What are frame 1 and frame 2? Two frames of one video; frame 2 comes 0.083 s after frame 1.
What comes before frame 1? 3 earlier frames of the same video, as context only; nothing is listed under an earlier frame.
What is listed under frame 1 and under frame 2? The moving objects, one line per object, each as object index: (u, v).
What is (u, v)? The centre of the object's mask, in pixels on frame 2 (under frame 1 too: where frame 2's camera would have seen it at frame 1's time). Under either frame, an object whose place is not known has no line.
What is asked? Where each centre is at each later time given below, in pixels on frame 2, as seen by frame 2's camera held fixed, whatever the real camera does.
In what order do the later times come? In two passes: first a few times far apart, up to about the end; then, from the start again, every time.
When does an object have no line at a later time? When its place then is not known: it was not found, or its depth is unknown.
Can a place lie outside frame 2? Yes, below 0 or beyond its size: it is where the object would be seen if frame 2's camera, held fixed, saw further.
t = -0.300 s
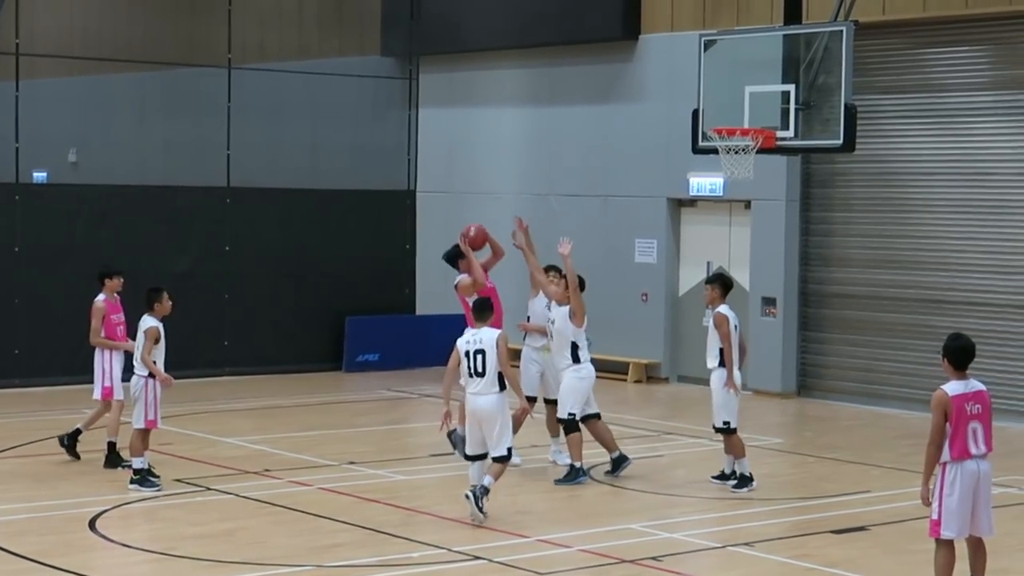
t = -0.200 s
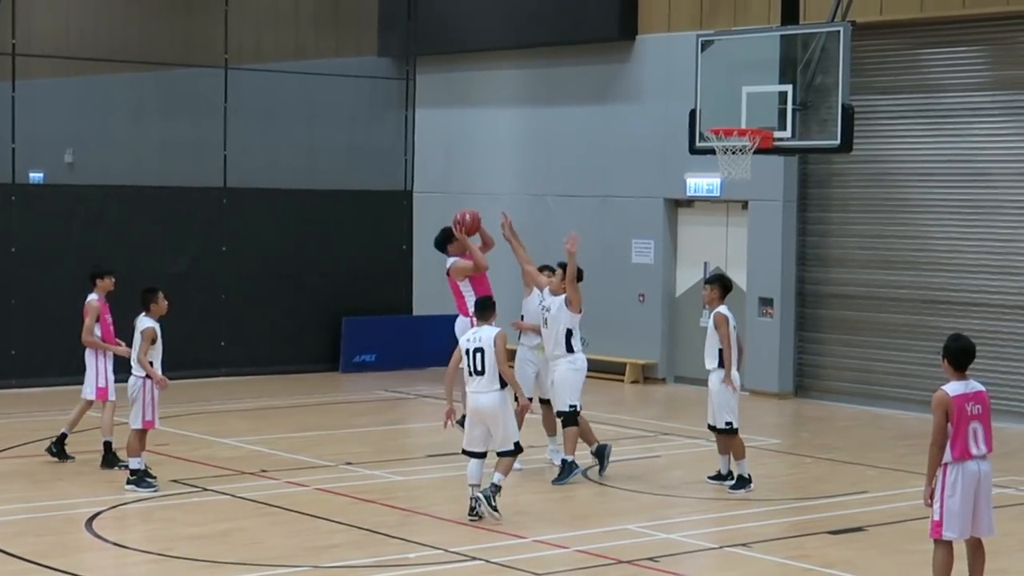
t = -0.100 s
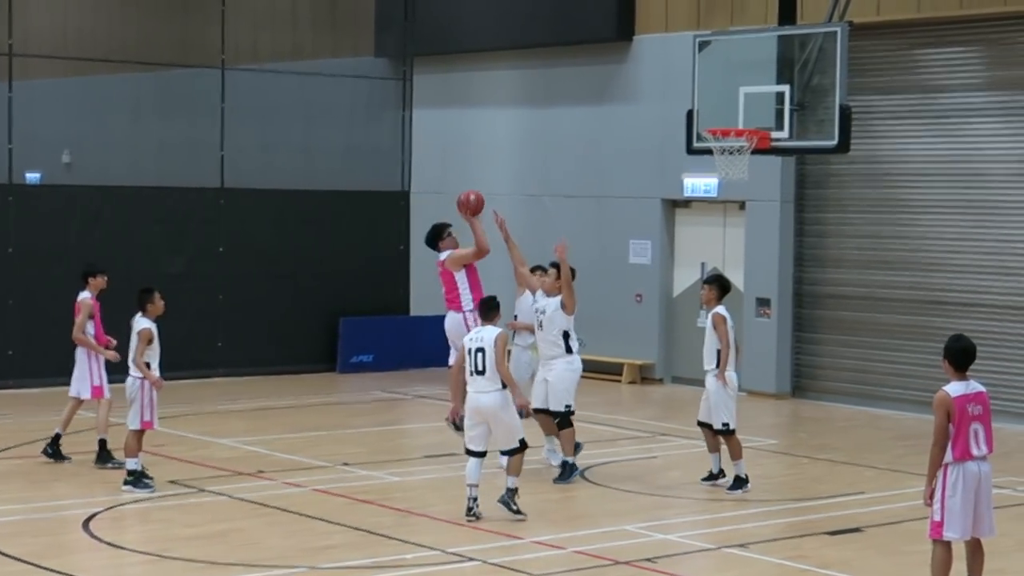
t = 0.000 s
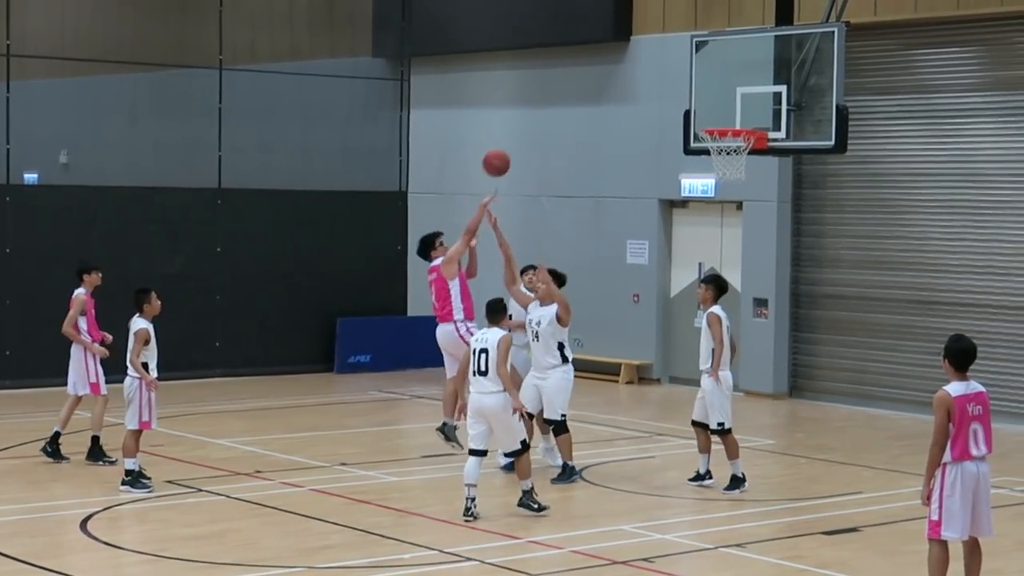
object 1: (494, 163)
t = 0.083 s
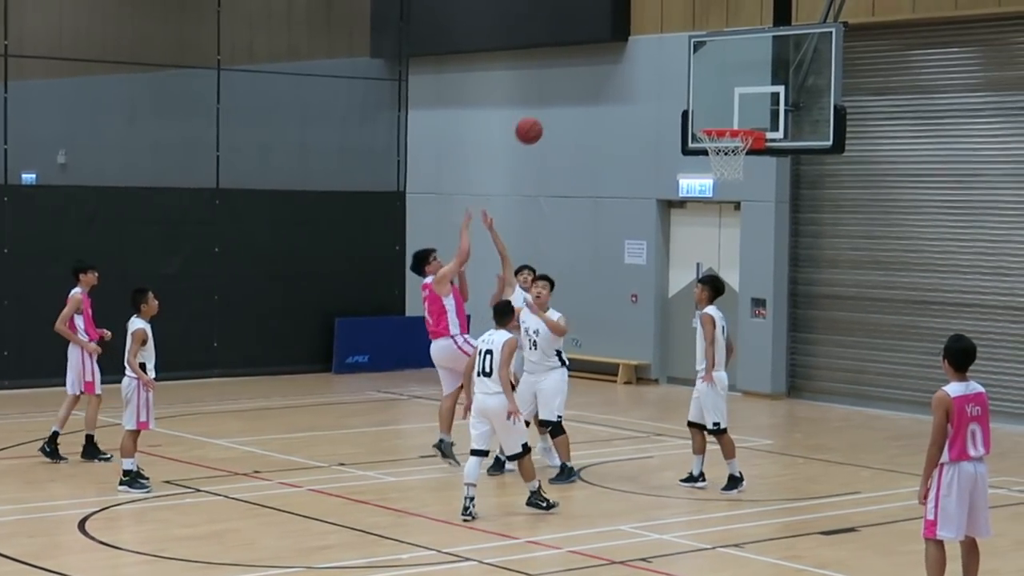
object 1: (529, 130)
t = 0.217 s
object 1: (583, 95)
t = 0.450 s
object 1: (675, 80)
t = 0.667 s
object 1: (758, 119)
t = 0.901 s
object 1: (761, 111)
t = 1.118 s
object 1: (760, 159)
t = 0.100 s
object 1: (535, 125)
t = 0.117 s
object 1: (543, 120)
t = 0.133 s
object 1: (549, 115)
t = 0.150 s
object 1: (556, 110)
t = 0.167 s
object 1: (563, 106)
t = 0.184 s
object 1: (569, 102)
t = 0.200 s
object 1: (576, 98)
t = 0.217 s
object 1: (583, 95)
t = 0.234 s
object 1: (589, 91)
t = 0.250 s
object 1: (596, 89)
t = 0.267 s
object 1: (602, 87)
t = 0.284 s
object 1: (609, 84)
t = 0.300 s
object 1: (616, 83)
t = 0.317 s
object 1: (623, 81)
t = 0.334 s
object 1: (629, 80)
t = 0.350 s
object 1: (636, 79)
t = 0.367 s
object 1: (642, 79)
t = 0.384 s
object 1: (649, 78)
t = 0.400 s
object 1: (656, 78)
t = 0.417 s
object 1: (662, 79)
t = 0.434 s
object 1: (669, 79)
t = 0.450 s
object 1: (675, 80)
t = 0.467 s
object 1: (682, 81)
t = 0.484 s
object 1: (688, 83)
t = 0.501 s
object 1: (695, 85)
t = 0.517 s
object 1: (701, 87)
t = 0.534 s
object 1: (707, 90)
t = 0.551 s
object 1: (714, 92)
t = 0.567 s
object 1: (720, 95)
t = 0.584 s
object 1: (727, 99)
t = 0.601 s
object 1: (733, 102)
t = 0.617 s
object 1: (739, 107)
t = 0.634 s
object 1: (745, 111)
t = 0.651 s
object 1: (752, 115)
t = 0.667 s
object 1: (758, 119)
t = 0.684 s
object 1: (760, 118)
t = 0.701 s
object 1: (760, 115)
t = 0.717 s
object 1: (760, 112)
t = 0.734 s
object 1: (760, 111)
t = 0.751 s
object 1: (760, 110)
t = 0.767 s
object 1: (760, 108)
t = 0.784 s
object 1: (761, 108)
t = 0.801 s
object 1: (760, 107)
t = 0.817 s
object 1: (760, 107)
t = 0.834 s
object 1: (761, 107)
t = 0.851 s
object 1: (761, 108)
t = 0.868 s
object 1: (761, 108)
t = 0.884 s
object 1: (761, 110)
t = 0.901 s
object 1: (761, 111)
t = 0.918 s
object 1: (761, 113)
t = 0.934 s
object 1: (761, 115)
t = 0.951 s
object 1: (761, 118)
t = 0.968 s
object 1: (761, 121)
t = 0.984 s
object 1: (761, 123)
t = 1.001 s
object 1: (761, 127)
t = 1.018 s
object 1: (761, 130)
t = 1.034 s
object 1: (760, 135)
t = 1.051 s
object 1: (760, 140)
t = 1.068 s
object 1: (760, 143)
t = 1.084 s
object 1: (759, 148)
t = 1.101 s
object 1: (759, 153)
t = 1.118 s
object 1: (760, 159)
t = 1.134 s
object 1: (760, 165)
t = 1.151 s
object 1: (760, 172)
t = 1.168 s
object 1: (760, 179)
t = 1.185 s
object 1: (760, 186)
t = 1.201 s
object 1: (760, 193)
